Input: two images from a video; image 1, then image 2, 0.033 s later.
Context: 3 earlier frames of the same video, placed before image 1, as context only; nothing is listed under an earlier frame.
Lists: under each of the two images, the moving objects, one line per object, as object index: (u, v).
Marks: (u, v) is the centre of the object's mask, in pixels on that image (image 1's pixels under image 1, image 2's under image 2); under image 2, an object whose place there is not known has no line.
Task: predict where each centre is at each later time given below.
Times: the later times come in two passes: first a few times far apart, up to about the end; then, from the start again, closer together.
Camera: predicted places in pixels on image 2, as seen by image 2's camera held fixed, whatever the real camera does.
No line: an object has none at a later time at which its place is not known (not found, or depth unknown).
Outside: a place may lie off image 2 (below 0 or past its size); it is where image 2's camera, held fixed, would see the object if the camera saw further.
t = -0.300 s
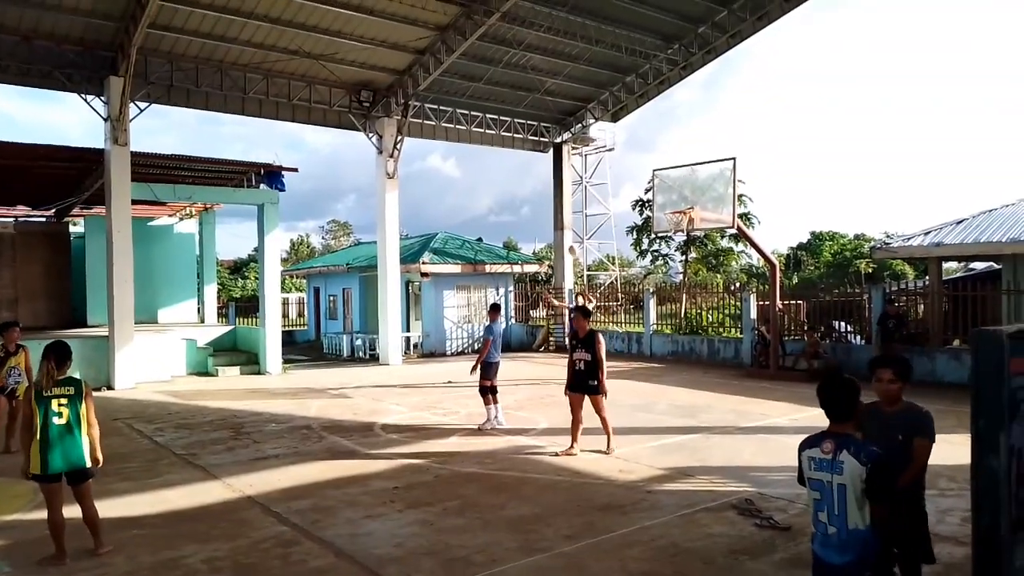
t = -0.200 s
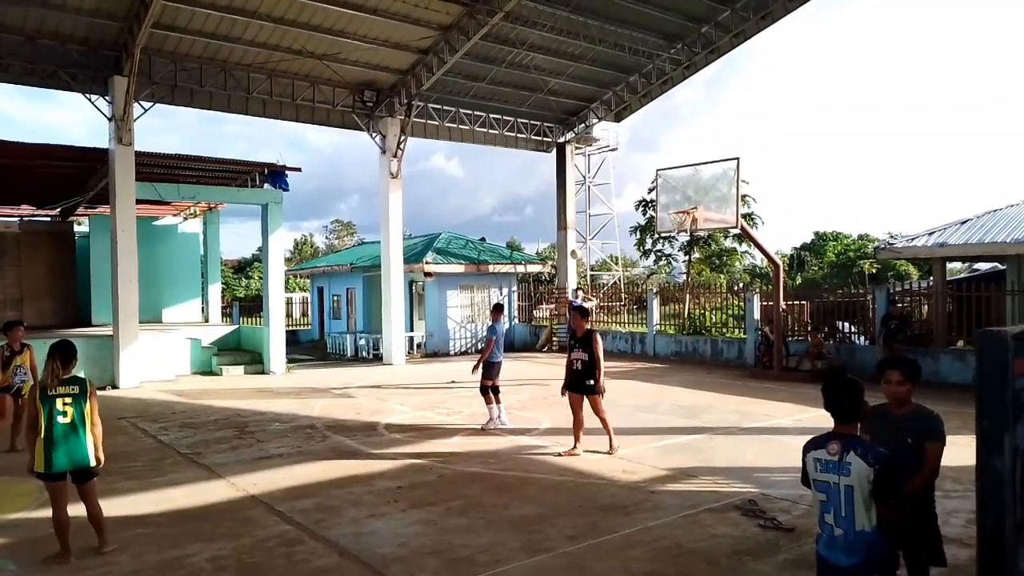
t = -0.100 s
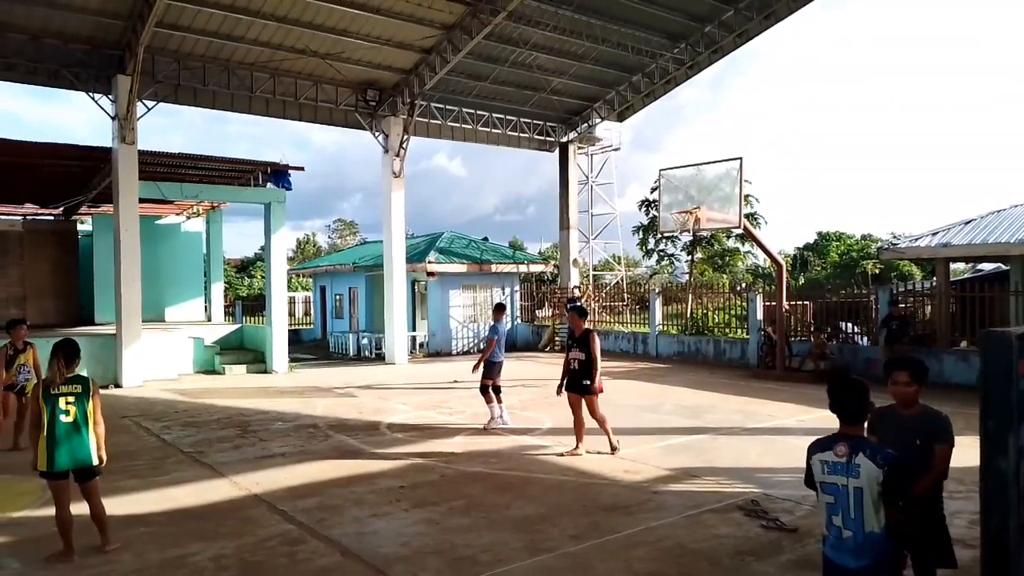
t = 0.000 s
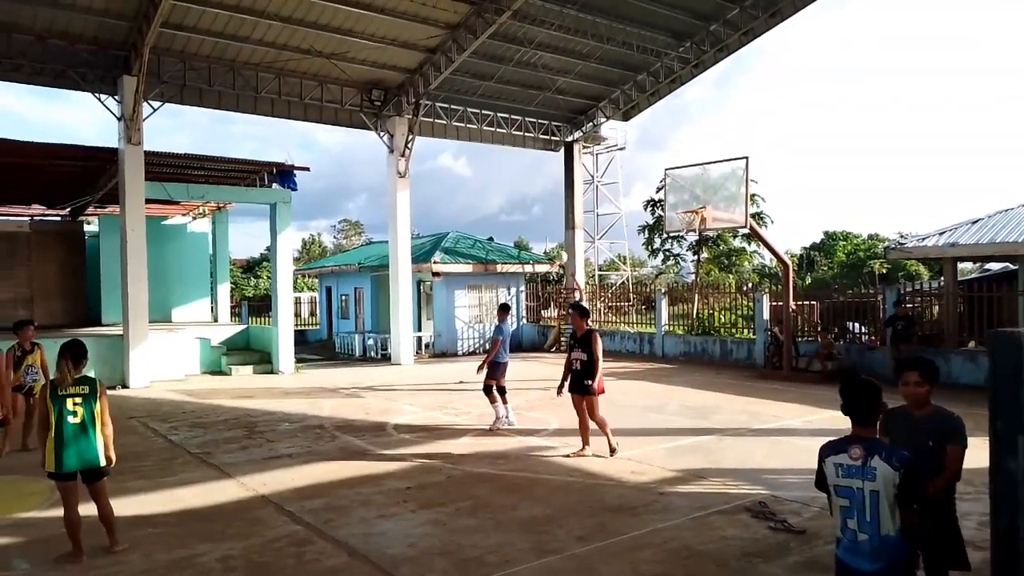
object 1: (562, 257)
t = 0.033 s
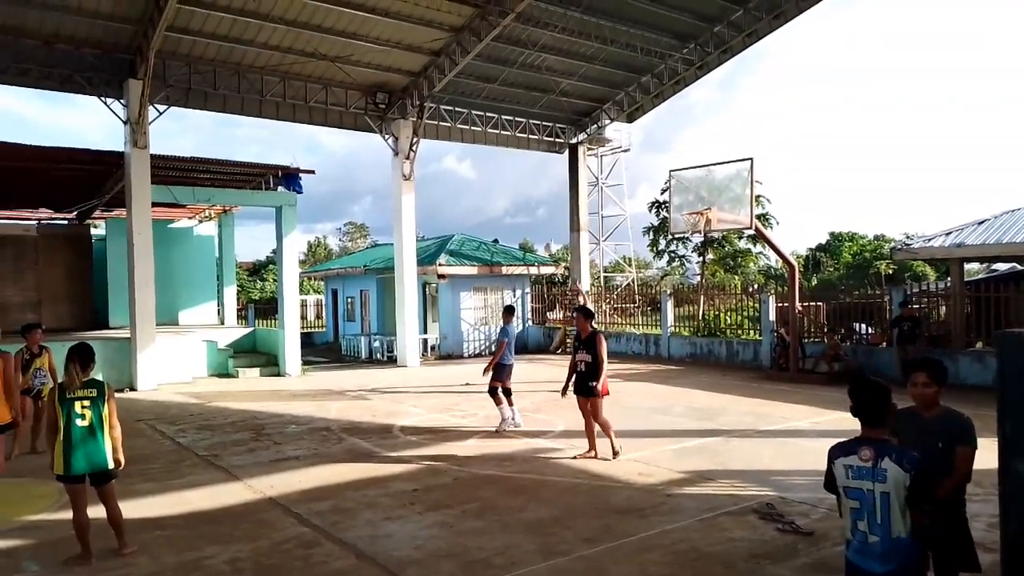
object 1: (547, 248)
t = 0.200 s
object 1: (455, 196)
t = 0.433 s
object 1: (262, 140)
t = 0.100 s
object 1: (515, 226)
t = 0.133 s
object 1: (494, 214)
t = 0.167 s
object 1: (476, 206)
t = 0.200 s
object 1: (455, 196)
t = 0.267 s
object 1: (408, 178)
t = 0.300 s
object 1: (382, 171)
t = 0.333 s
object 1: (355, 163)
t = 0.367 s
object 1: (326, 153)
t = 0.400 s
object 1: (295, 145)
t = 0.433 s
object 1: (262, 140)
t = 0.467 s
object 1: (228, 134)
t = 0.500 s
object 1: (192, 129)
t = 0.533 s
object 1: (153, 126)
